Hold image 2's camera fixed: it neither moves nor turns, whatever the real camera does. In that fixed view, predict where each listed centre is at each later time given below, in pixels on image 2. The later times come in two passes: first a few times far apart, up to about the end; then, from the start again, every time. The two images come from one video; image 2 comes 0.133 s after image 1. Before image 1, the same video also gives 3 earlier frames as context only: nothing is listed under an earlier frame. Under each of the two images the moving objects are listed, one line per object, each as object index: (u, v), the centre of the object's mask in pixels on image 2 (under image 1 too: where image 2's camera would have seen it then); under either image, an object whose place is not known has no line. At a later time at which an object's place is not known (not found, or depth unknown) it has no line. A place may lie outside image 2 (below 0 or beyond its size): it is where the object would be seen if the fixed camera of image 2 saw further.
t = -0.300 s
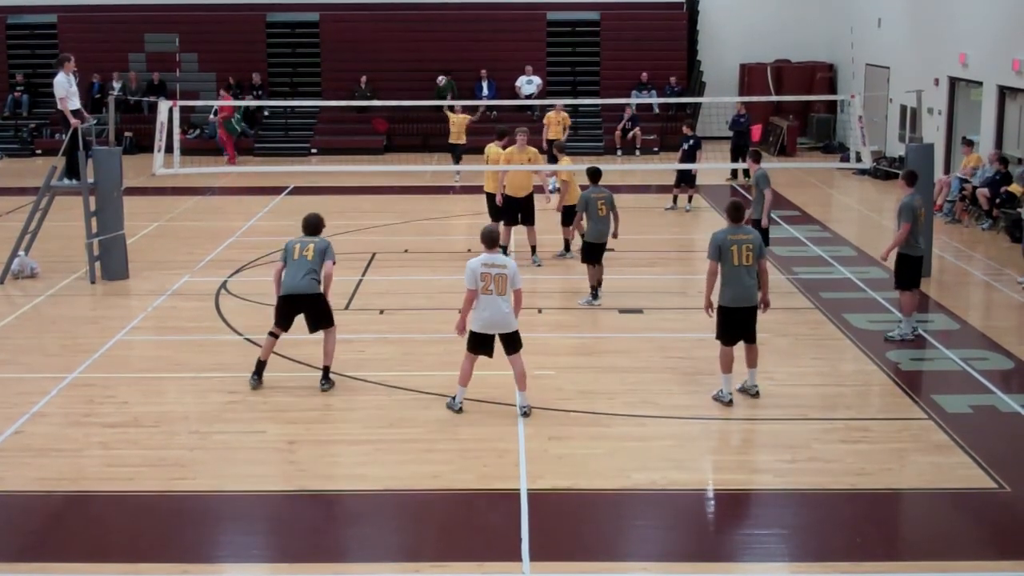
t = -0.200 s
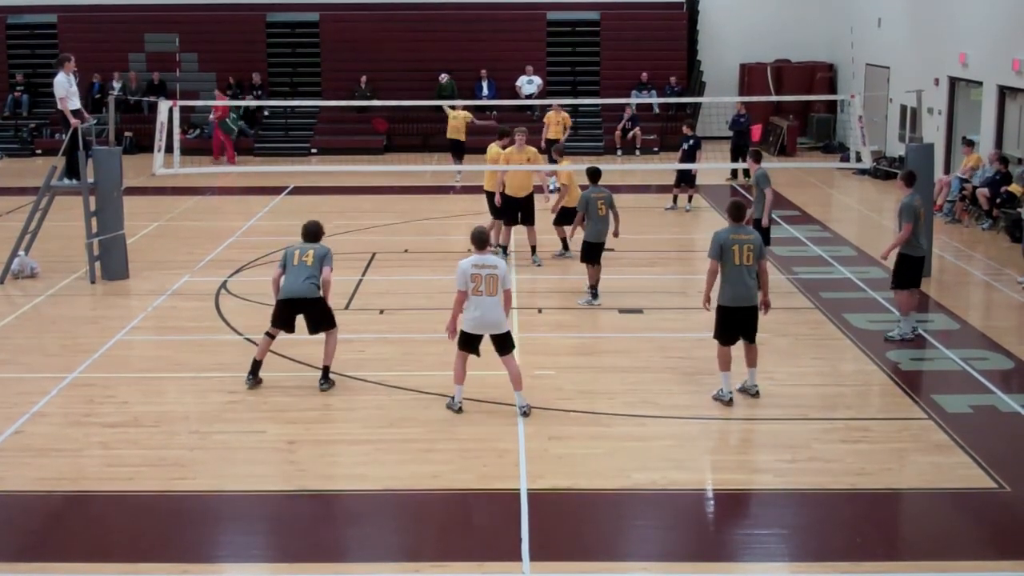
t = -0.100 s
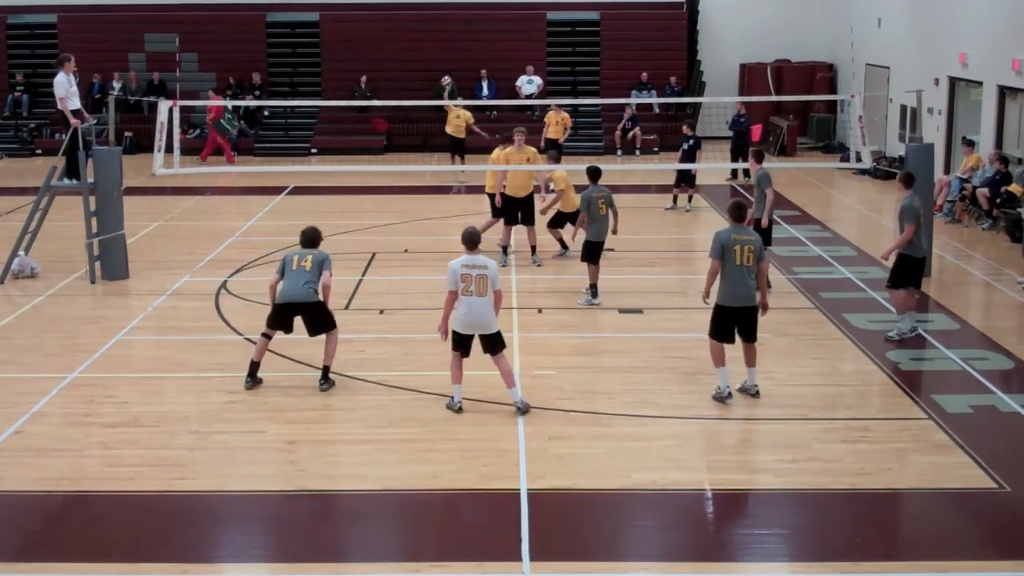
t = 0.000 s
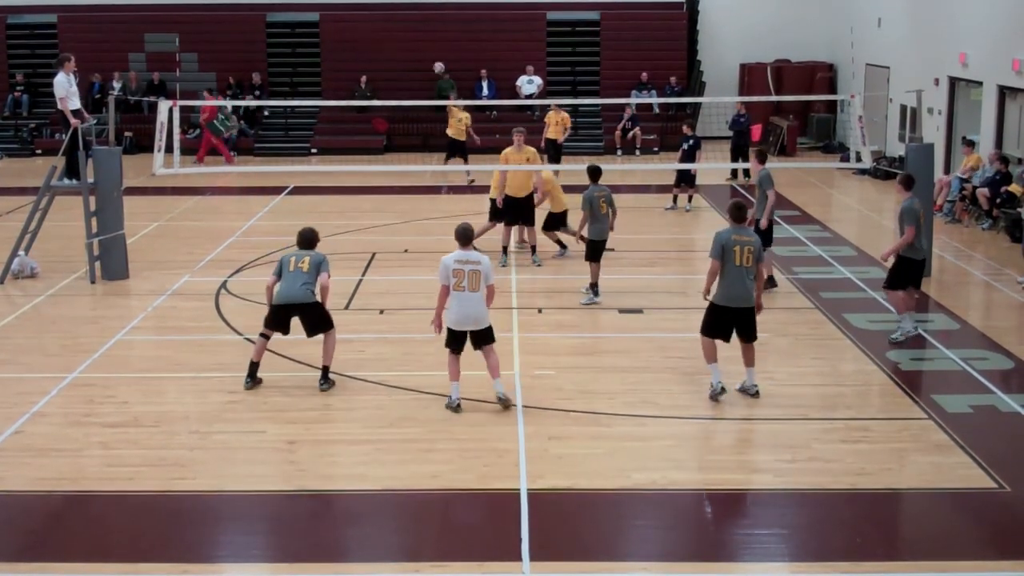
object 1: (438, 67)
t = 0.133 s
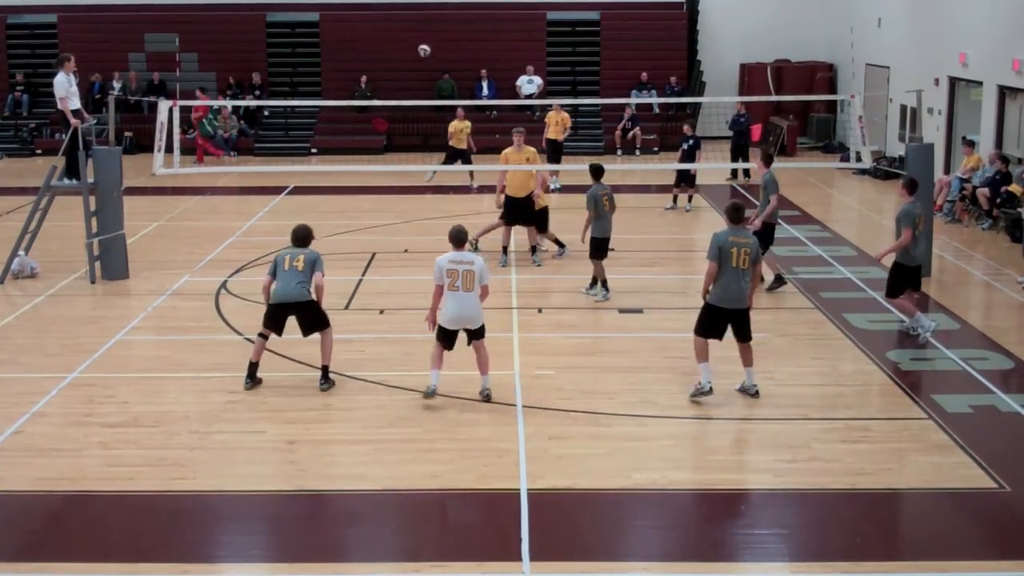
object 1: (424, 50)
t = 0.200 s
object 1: (415, 43)
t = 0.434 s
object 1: (378, 30)
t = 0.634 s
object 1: (338, 43)
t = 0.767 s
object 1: (303, 75)
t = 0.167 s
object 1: (419, 47)
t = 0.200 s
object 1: (415, 43)
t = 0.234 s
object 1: (410, 40)
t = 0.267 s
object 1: (406, 37)
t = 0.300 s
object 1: (401, 35)
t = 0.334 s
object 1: (396, 33)
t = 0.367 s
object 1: (390, 32)
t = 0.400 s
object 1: (384, 31)
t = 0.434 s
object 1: (378, 30)
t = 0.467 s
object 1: (372, 30)
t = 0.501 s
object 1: (366, 31)
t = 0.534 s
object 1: (360, 32)
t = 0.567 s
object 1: (353, 35)
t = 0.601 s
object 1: (345, 39)
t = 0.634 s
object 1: (338, 43)
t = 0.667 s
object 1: (330, 49)
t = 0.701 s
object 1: (322, 56)
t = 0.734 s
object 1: (312, 65)
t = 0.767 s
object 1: (303, 75)
